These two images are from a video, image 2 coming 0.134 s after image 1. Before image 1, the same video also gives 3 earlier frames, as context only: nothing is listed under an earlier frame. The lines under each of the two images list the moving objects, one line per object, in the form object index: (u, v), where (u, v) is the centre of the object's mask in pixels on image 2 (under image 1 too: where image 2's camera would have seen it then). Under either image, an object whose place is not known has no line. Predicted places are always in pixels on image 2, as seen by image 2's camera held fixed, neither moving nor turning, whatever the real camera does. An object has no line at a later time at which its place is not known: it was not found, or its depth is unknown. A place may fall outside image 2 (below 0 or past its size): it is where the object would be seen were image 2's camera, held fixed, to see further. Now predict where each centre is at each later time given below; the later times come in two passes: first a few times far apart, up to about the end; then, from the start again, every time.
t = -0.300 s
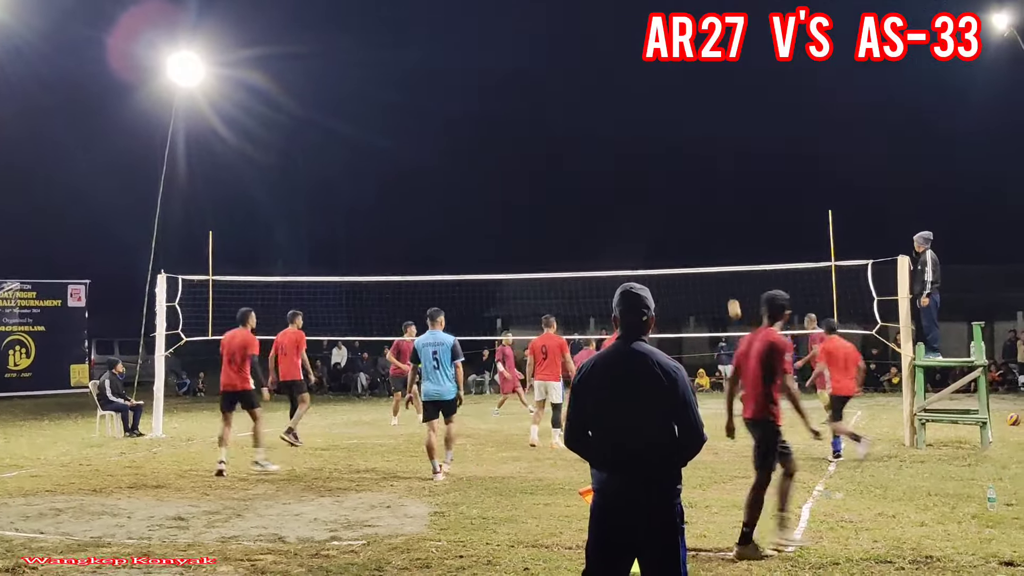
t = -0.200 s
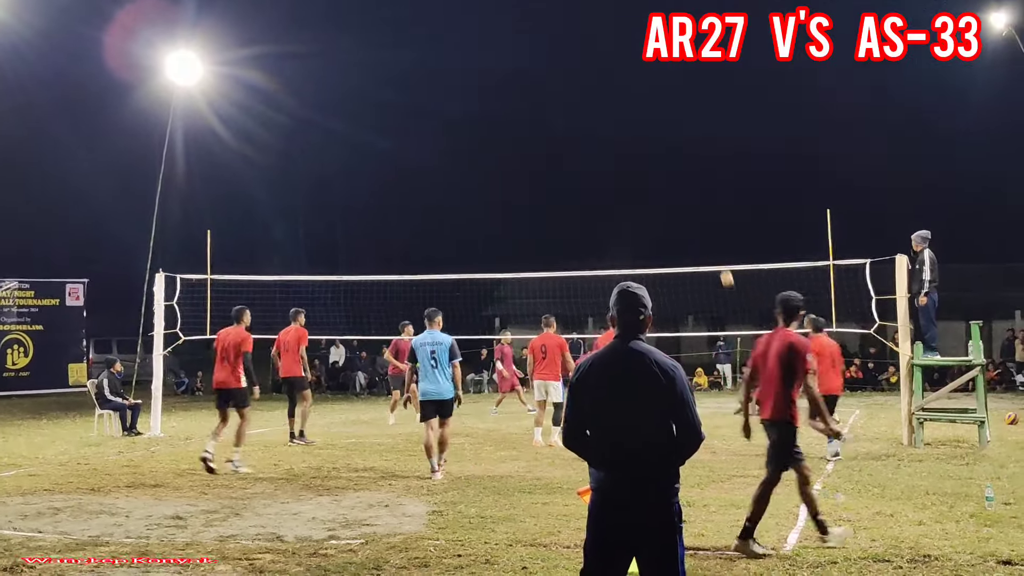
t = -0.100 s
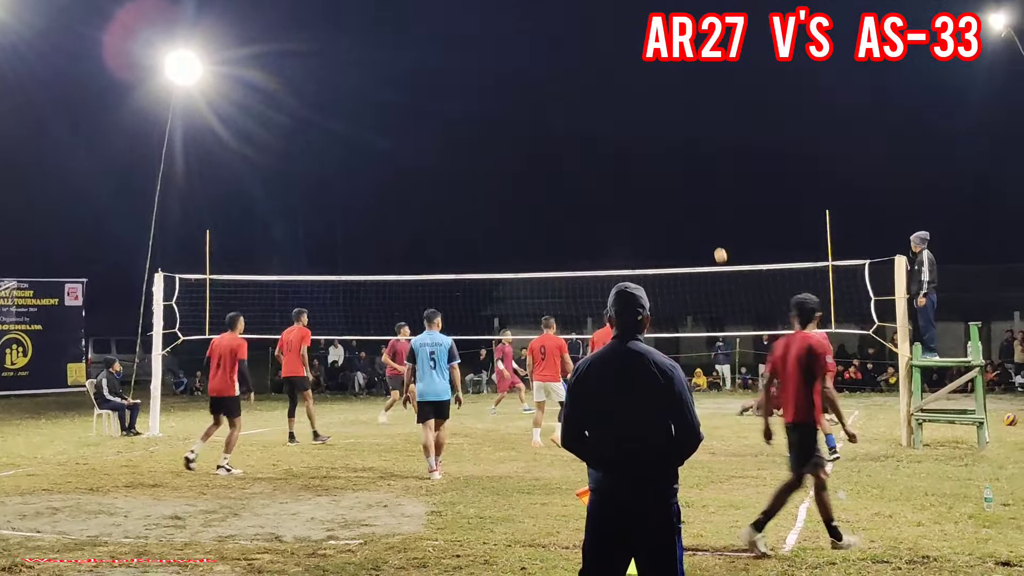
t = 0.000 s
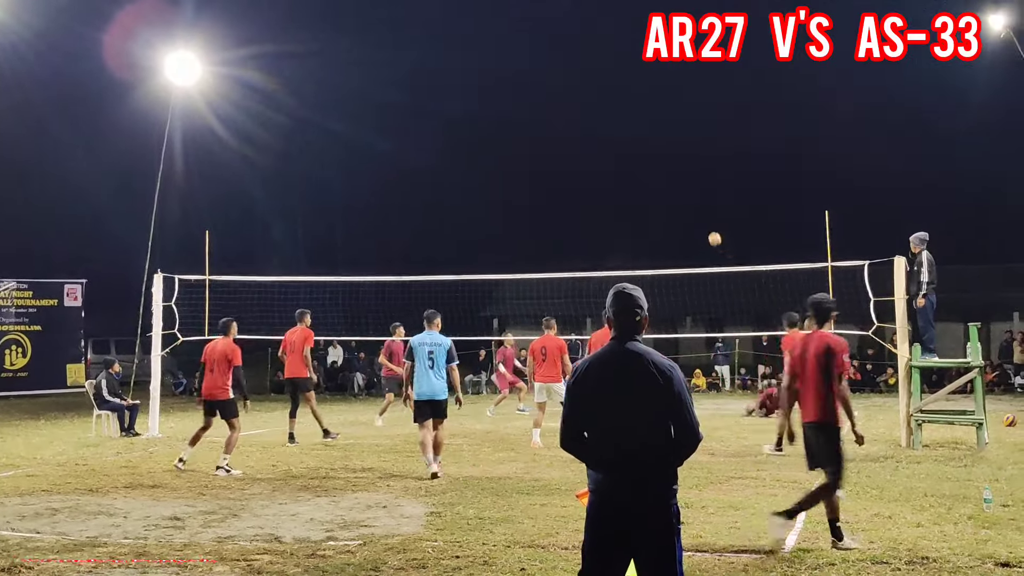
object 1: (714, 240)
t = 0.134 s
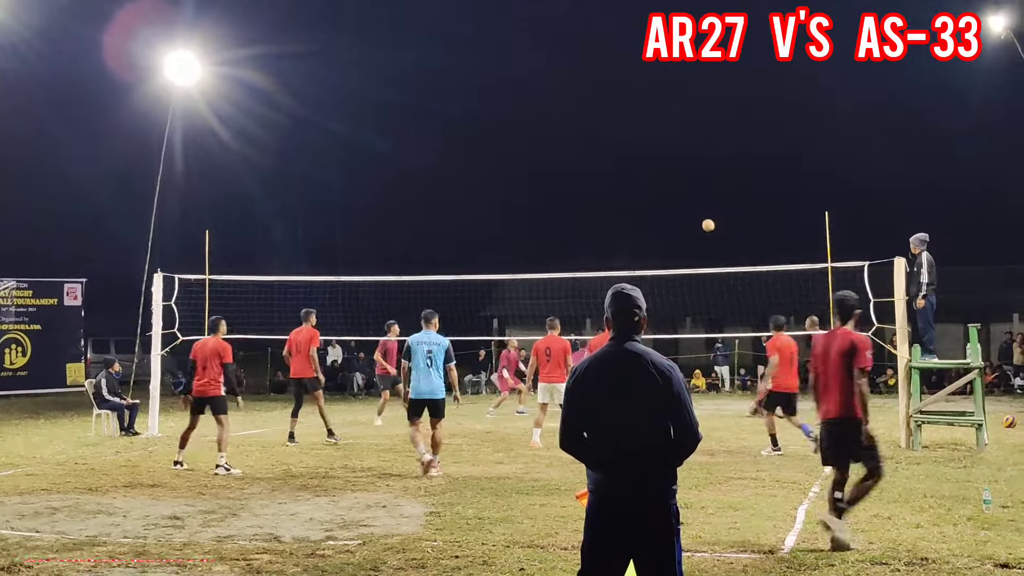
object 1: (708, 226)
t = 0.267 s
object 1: (702, 221)
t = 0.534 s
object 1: (690, 238)
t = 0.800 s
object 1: (679, 292)
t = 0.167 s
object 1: (706, 224)
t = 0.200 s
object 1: (705, 222)
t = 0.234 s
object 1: (703, 221)
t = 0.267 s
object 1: (702, 221)
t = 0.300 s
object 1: (700, 221)
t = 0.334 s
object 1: (699, 222)
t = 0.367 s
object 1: (697, 223)
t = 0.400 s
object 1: (696, 225)
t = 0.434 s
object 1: (694, 228)
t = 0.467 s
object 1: (693, 230)
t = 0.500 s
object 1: (692, 234)
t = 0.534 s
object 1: (690, 238)
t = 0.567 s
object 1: (689, 243)
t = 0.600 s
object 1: (688, 248)
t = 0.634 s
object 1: (686, 254)
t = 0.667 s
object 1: (685, 261)
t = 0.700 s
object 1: (684, 265)
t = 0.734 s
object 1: (682, 275)
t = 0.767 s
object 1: (681, 283)
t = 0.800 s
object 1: (679, 292)
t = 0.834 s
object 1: (678, 301)
